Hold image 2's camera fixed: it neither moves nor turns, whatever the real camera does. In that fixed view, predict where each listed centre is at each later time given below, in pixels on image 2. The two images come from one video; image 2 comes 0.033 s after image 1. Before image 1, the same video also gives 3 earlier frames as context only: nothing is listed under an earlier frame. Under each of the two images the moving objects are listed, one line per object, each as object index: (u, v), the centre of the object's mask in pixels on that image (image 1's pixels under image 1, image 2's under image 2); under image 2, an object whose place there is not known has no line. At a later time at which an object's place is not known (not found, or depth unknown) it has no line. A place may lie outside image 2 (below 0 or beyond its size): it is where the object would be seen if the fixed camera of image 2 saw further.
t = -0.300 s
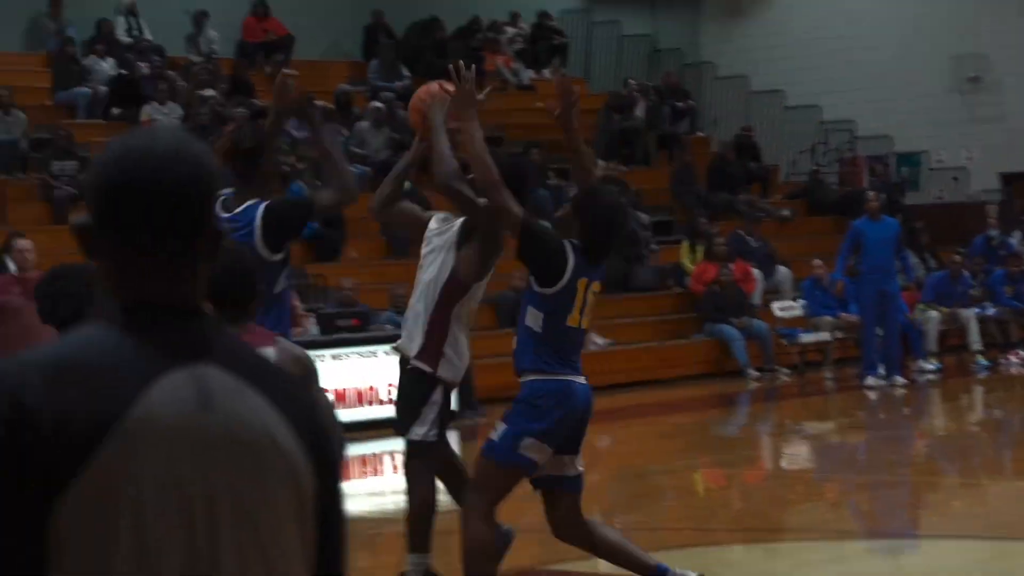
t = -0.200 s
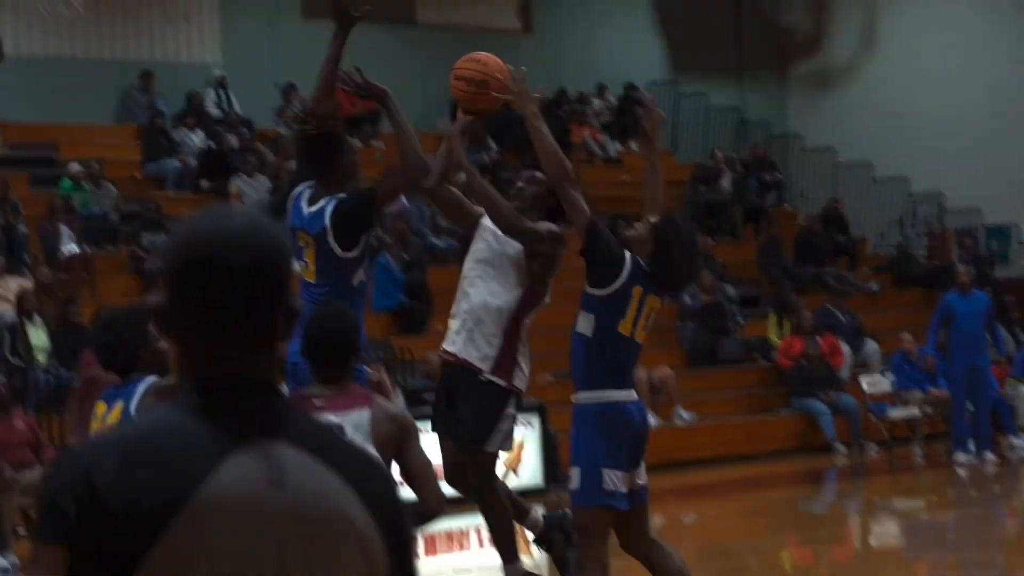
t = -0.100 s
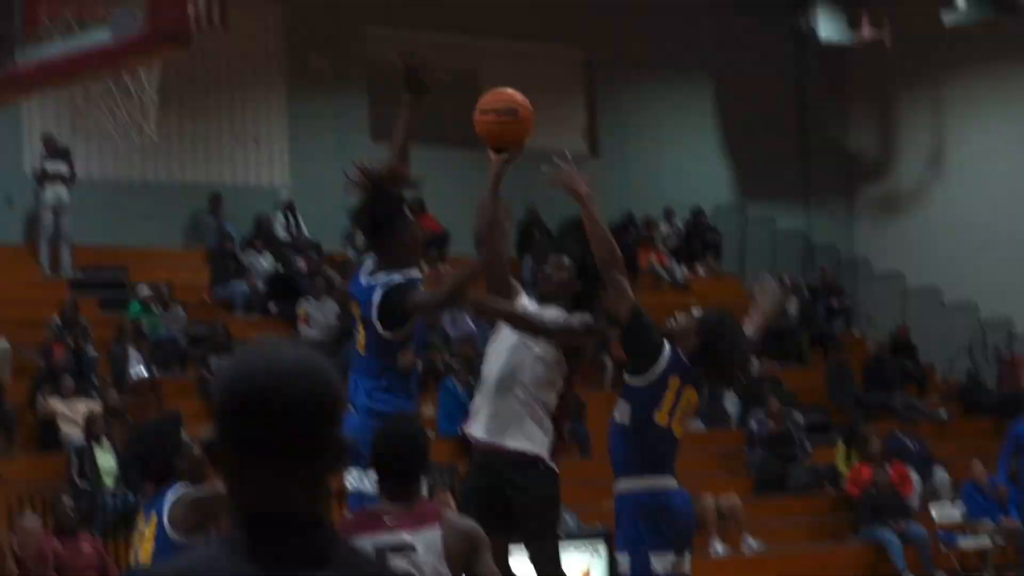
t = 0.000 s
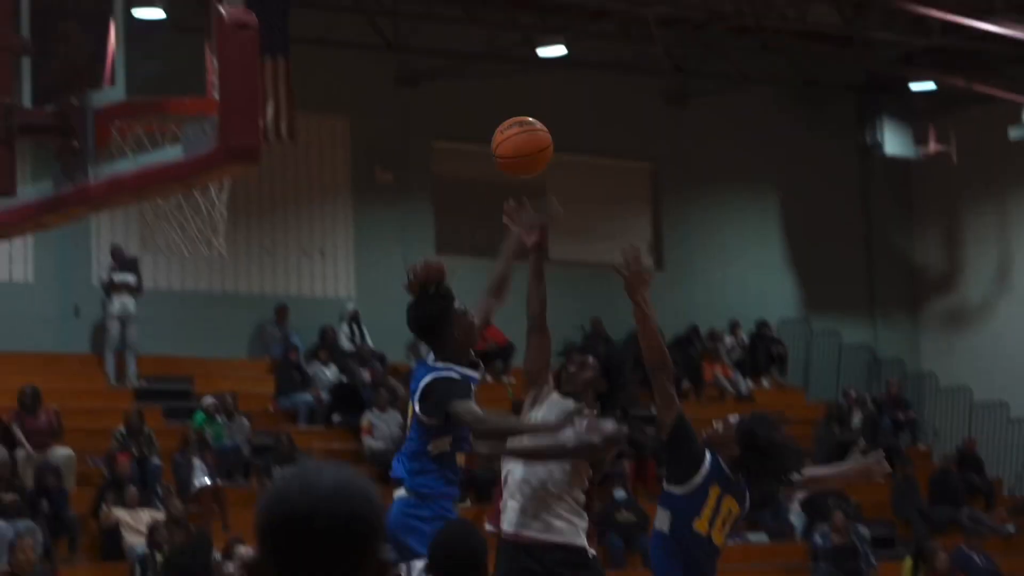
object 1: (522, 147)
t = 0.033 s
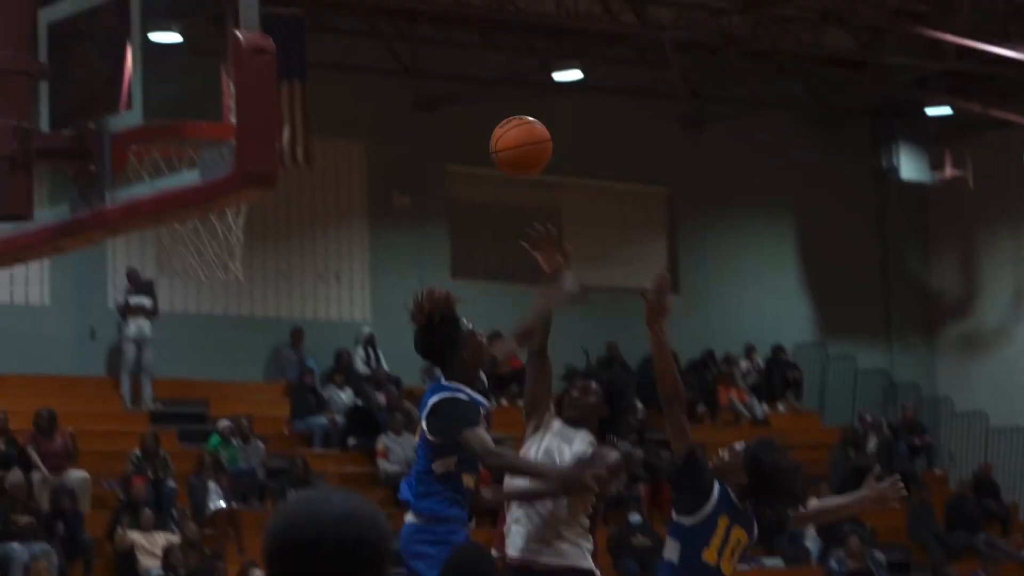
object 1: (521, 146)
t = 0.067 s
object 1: (501, 119)
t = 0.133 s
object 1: (459, 76)
